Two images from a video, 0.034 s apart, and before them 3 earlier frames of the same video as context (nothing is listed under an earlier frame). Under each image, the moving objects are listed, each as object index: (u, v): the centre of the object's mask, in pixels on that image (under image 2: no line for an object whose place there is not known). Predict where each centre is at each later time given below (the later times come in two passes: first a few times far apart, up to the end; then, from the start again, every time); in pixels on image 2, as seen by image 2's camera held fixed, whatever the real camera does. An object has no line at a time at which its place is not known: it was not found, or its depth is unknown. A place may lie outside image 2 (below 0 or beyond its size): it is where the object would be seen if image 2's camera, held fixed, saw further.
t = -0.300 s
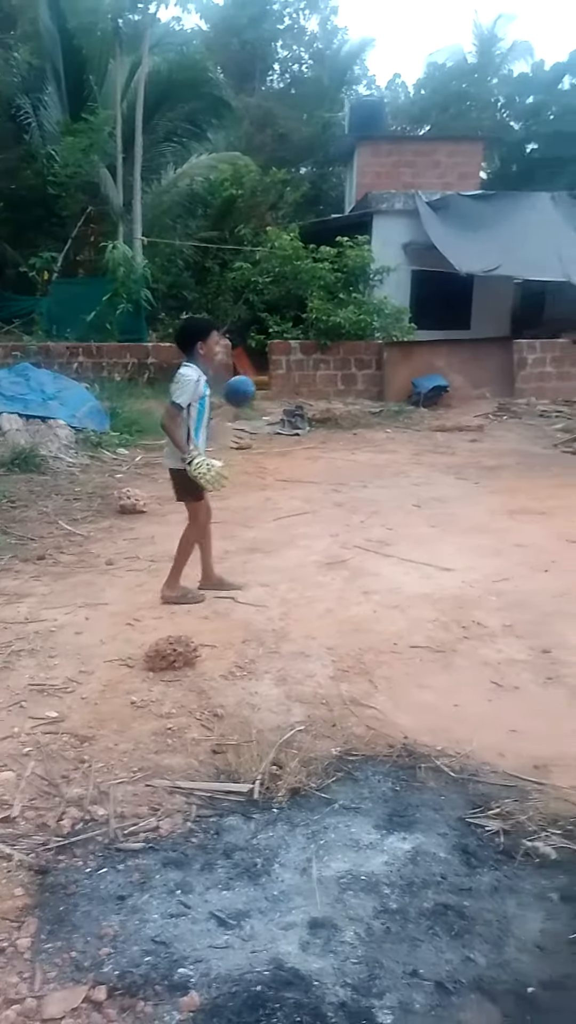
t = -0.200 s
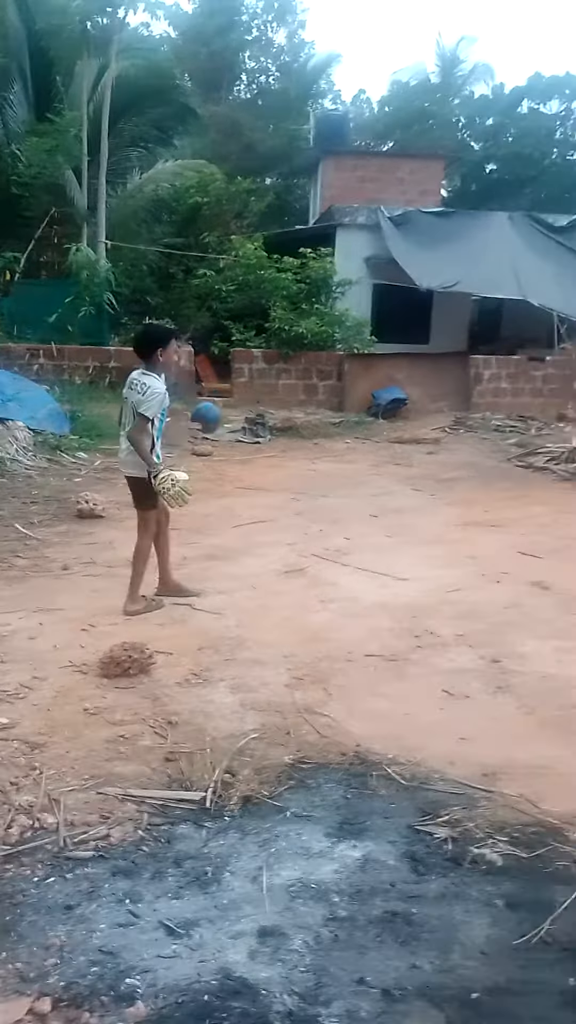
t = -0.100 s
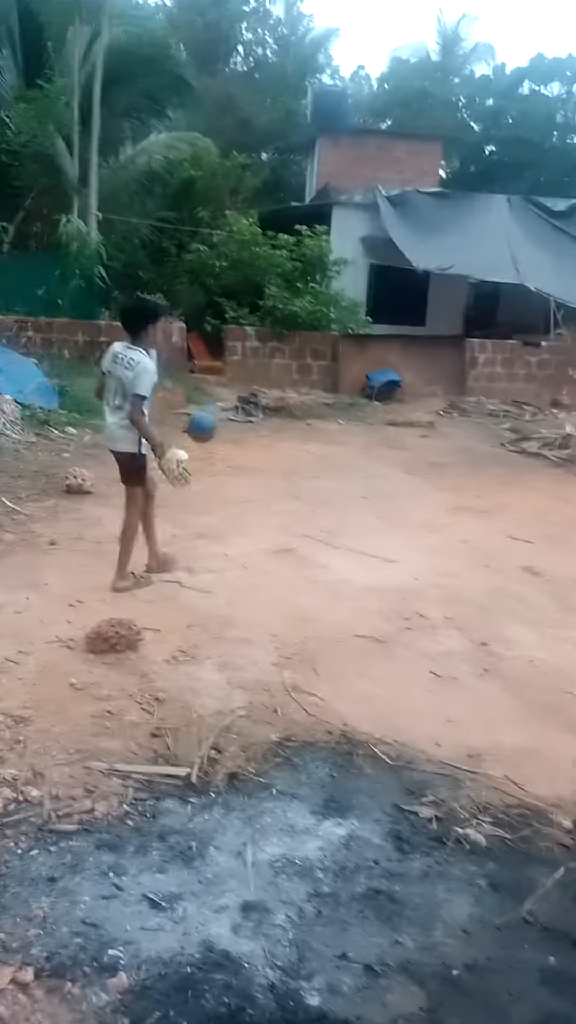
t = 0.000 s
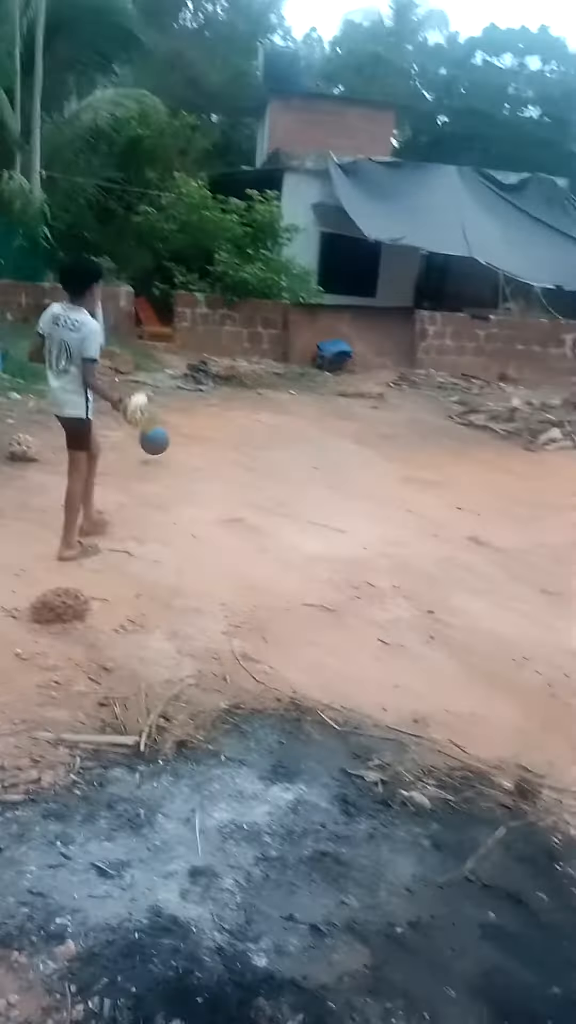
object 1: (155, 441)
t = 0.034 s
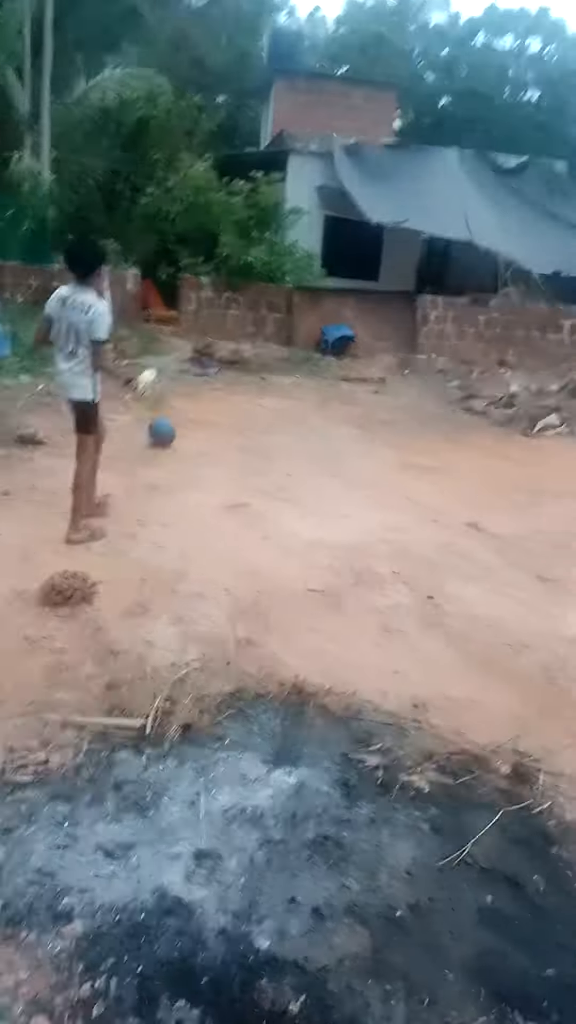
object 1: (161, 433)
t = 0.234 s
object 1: (174, 372)
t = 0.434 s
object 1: (182, 369)
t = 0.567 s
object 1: (187, 398)
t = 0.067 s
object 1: (163, 418)
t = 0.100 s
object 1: (164, 406)
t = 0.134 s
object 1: (166, 397)
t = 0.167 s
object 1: (170, 387)
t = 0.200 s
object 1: (173, 379)
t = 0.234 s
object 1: (174, 372)
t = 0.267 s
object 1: (176, 367)
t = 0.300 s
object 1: (176, 365)
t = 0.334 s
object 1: (176, 364)
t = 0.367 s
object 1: (179, 364)
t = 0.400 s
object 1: (180, 366)
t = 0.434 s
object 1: (182, 369)
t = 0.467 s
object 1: (184, 375)
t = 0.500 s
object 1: (185, 381)
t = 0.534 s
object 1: (186, 389)
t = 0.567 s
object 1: (187, 398)
